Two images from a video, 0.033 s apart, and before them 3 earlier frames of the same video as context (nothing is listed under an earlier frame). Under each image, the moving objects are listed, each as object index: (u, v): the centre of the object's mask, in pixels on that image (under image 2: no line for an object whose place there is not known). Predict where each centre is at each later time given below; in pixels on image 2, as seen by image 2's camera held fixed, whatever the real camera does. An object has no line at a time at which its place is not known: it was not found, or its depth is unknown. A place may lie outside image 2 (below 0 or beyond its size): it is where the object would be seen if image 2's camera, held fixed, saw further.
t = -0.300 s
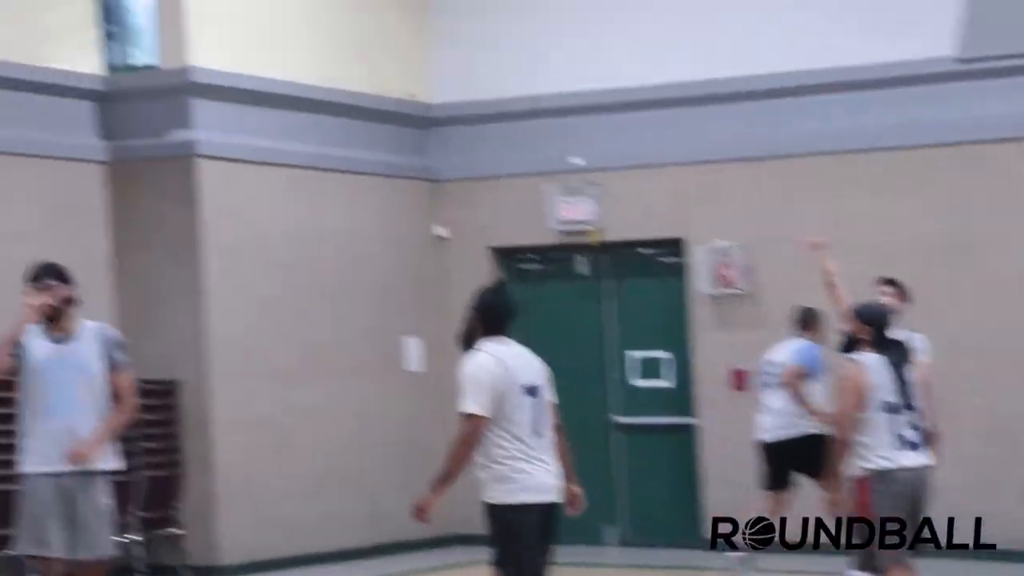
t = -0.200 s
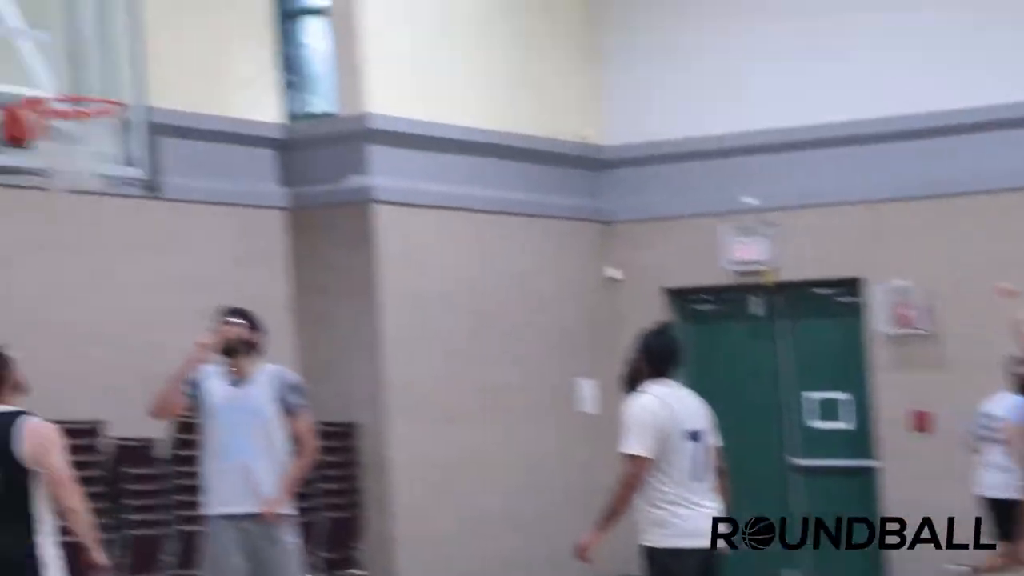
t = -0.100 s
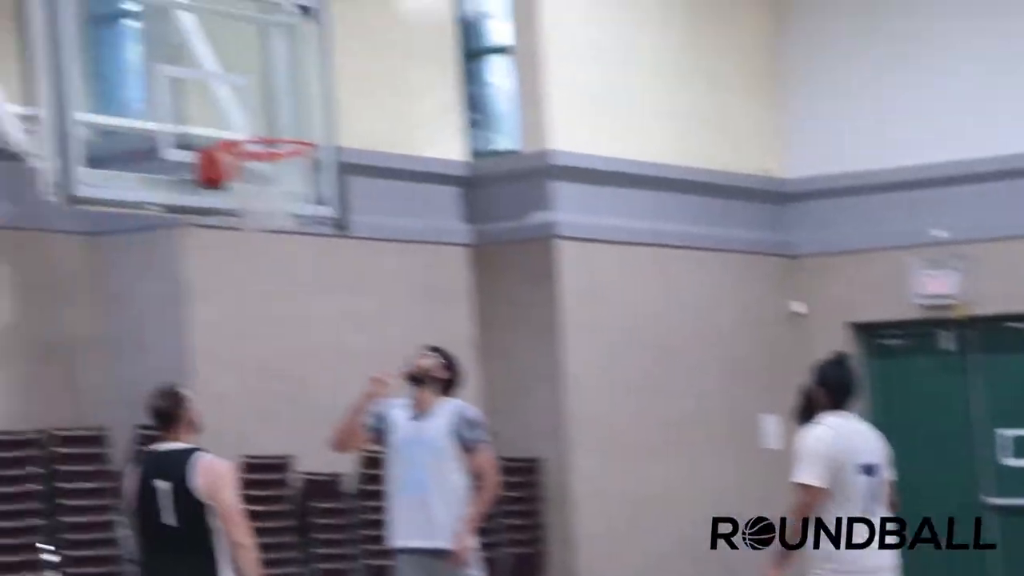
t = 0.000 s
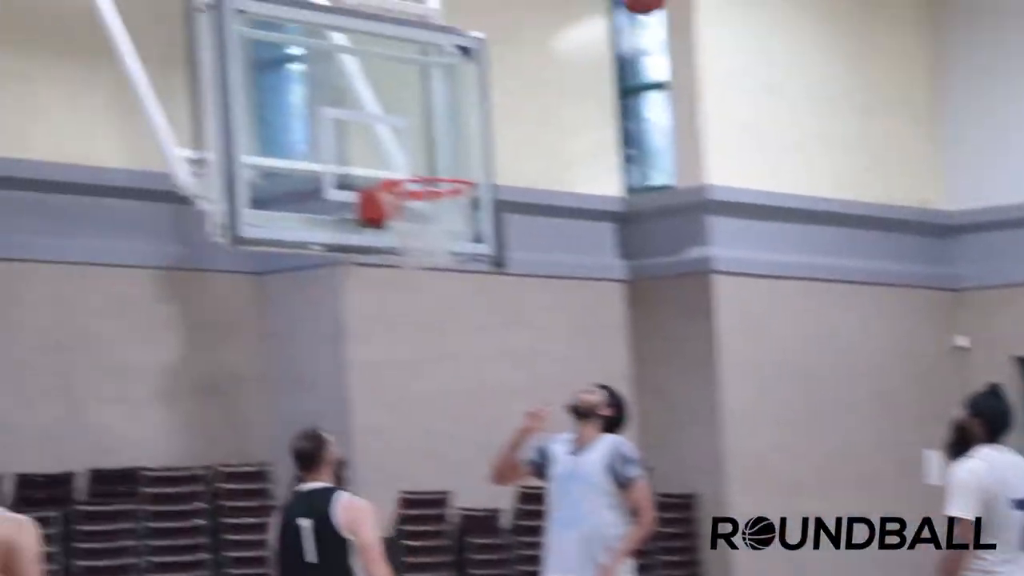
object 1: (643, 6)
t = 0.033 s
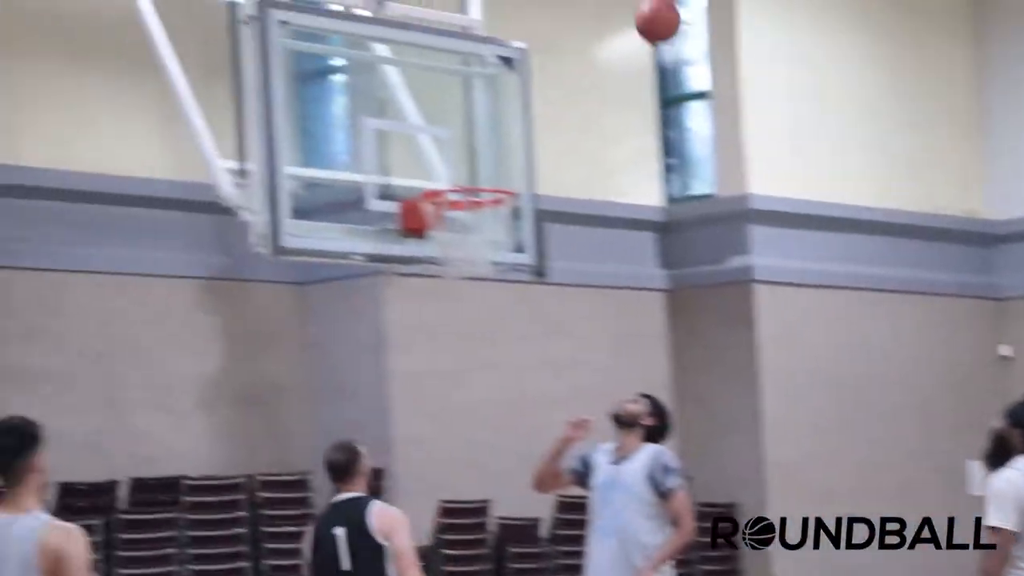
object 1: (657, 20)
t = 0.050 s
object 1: (644, 29)
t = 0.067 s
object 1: (630, 40)
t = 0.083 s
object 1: (616, 52)
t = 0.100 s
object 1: (601, 64)
